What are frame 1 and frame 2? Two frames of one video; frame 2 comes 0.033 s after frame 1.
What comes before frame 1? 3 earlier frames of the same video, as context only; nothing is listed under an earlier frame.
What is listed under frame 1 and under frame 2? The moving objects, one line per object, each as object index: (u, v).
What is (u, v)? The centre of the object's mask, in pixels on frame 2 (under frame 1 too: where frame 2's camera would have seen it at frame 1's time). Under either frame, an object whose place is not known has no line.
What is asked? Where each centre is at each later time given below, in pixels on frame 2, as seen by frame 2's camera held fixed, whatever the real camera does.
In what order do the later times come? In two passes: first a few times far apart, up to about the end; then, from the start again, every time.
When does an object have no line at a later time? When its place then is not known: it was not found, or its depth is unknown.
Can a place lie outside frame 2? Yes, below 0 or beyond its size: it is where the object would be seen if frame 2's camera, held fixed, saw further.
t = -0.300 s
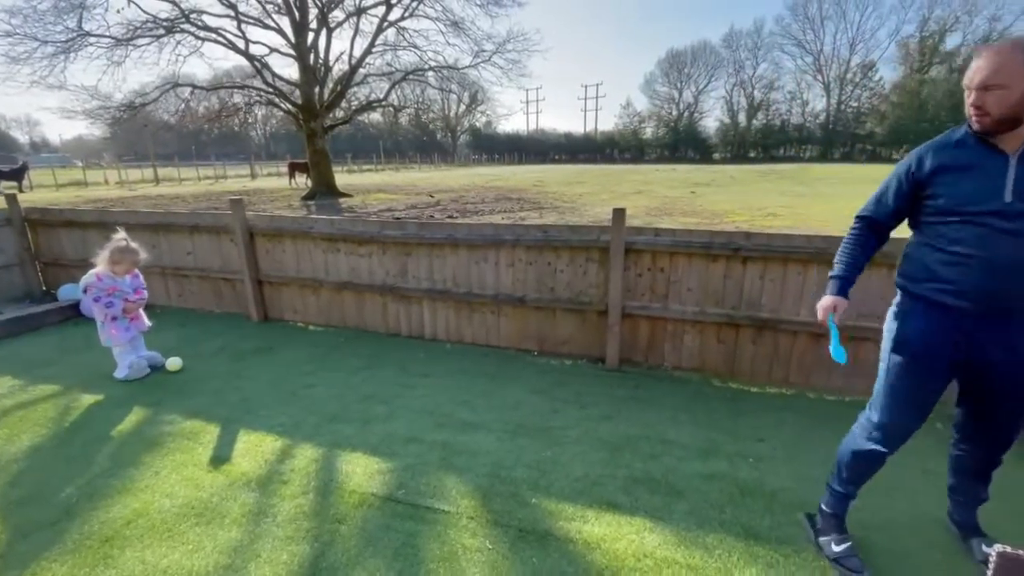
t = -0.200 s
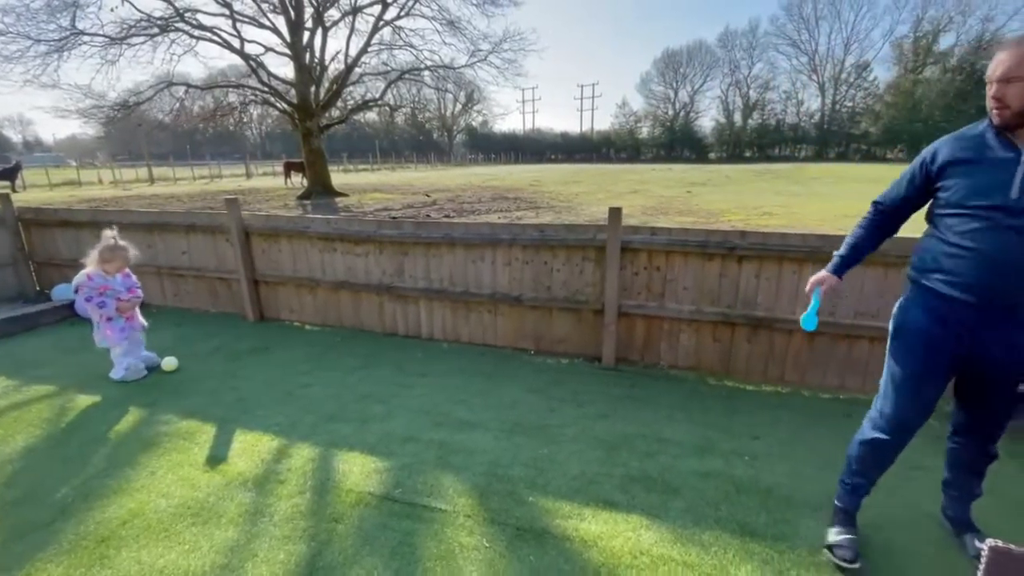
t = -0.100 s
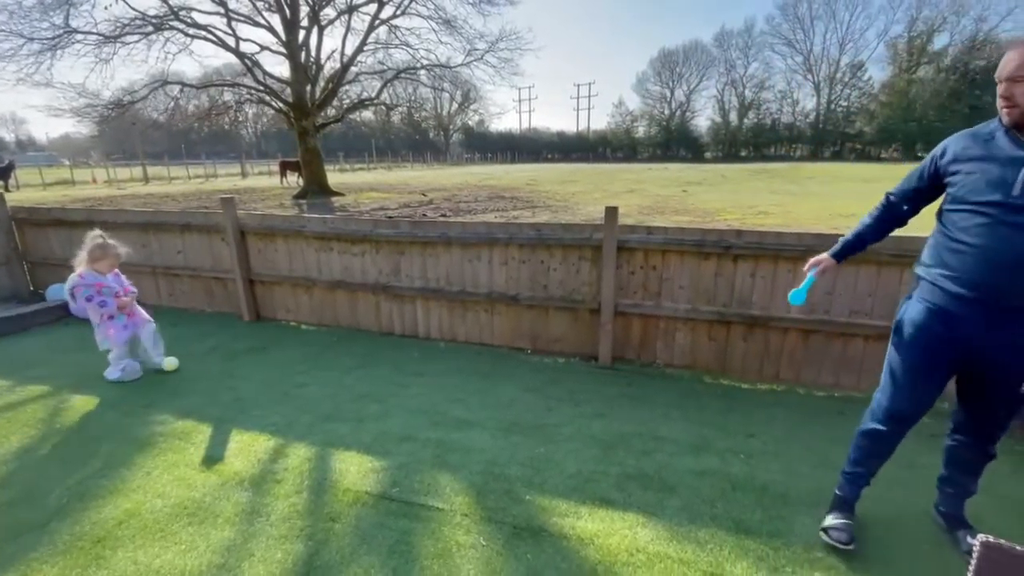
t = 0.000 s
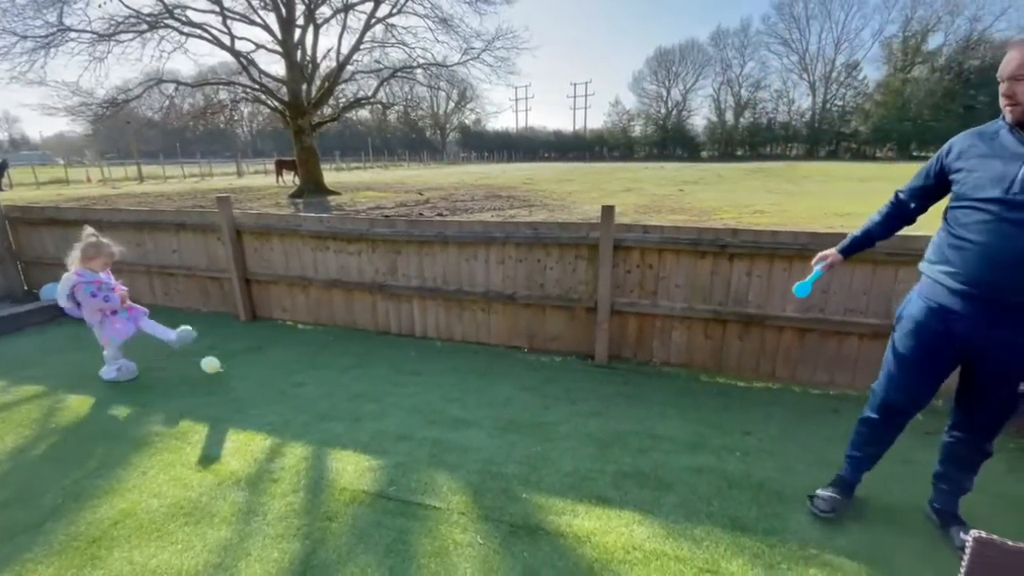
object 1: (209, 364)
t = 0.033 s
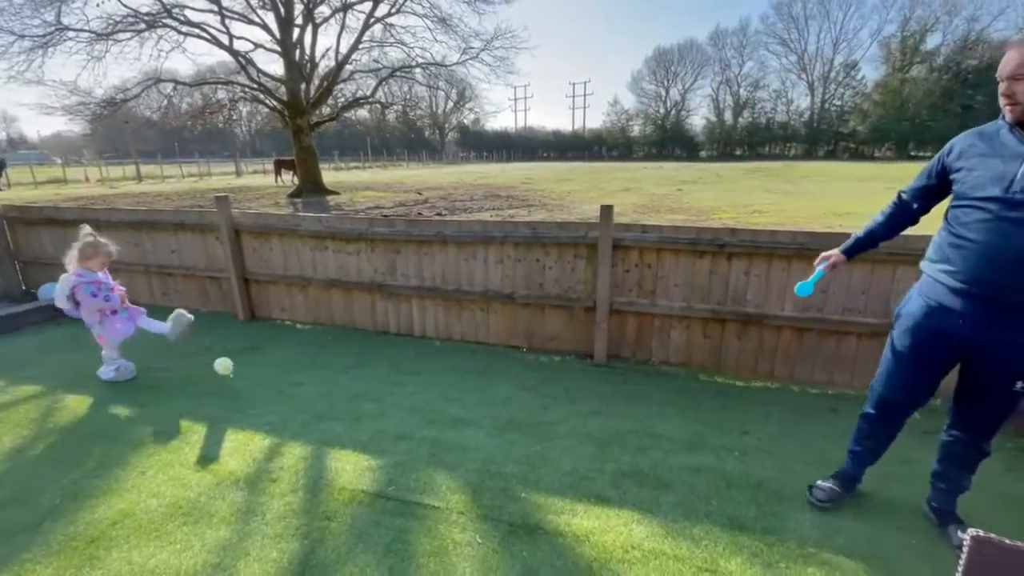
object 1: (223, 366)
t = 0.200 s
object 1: (289, 386)
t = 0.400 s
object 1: (329, 381)
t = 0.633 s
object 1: (362, 383)
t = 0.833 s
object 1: (375, 380)
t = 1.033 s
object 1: (386, 377)
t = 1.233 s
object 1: (392, 374)
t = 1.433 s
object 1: (398, 374)
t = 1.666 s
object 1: (403, 373)
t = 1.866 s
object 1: (404, 372)
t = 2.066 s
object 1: (406, 371)
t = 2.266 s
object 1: (405, 371)
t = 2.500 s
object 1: (405, 371)
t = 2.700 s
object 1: (404, 371)
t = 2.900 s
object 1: (404, 371)
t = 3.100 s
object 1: (404, 371)
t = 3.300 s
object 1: (404, 371)
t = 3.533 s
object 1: (404, 371)
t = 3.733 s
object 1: (404, 371)
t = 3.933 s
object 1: (405, 371)
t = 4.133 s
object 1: (405, 371)
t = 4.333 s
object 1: (405, 371)
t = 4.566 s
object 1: (405, 371)
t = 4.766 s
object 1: (405, 371)
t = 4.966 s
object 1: (405, 372)
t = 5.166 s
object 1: (405, 372)
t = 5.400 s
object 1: (405, 372)
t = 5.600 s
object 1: (404, 372)
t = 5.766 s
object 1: (404, 372)
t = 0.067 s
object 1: (237, 369)
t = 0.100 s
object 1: (251, 371)
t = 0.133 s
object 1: (264, 376)
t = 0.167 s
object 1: (277, 380)
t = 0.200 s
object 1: (289, 386)
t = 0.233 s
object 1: (299, 387)
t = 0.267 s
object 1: (306, 386)
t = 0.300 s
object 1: (313, 383)
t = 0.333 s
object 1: (318, 381)
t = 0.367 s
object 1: (324, 381)
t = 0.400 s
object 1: (329, 381)
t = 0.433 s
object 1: (335, 382)
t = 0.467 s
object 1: (341, 385)
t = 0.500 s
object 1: (346, 385)
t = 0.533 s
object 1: (350, 385)
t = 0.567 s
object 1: (354, 383)
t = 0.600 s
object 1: (358, 383)
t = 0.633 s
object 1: (362, 383)
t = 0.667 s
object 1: (365, 382)
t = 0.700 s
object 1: (367, 381)
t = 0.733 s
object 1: (369, 380)
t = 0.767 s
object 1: (371, 379)
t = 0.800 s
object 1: (373, 380)
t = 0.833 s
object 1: (375, 380)
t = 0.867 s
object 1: (377, 381)
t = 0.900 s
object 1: (379, 380)
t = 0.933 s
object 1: (381, 380)
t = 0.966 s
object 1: (383, 379)
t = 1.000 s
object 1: (385, 378)
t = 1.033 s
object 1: (386, 377)
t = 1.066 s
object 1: (387, 376)
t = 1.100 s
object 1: (389, 375)
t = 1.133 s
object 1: (390, 375)
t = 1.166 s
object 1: (390, 375)
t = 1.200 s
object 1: (392, 374)
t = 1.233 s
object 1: (392, 374)
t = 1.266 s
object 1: (393, 374)
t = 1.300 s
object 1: (394, 374)
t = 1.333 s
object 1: (395, 374)
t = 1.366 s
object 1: (396, 374)
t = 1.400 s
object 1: (397, 374)
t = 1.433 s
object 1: (398, 374)
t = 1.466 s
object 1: (399, 374)
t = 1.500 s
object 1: (400, 374)
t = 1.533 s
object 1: (401, 374)
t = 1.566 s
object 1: (401, 374)
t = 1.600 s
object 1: (402, 374)
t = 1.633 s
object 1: (402, 373)
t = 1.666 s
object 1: (403, 373)
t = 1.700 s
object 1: (403, 373)
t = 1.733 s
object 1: (403, 373)
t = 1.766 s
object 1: (404, 373)
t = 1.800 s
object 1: (404, 373)
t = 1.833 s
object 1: (404, 372)
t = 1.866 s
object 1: (404, 372)
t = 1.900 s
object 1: (404, 372)
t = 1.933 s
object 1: (405, 371)
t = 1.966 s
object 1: (405, 371)
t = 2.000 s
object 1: (405, 371)
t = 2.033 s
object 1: (405, 371)
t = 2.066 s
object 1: (406, 371)
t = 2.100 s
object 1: (406, 370)
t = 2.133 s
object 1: (405, 371)
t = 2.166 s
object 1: (405, 371)
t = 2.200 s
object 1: (405, 371)
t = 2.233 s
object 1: (405, 371)
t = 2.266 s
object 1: (405, 371)
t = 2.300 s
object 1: (405, 371)
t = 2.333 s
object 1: (405, 371)
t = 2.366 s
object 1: (404, 371)
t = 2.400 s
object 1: (404, 371)
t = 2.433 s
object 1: (404, 371)
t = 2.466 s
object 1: (404, 371)
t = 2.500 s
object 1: (405, 371)
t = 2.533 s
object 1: (405, 371)
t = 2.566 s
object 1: (405, 371)
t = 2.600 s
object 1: (405, 371)
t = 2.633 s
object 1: (405, 371)
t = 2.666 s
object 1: (404, 371)
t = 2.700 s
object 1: (404, 371)
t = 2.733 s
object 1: (404, 371)
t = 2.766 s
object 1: (404, 371)
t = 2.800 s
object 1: (404, 371)
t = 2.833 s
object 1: (404, 371)
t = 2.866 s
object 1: (404, 371)
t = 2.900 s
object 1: (404, 371)
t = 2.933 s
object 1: (404, 371)
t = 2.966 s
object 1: (404, 372)
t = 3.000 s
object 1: (404, 371)
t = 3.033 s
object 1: (404, 371)
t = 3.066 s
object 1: (404, 371)
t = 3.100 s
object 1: (404, 371)
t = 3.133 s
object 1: (404, 371)
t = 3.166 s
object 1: (404, 371)
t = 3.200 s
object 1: (404, 371)
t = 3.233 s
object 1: (404, 371)
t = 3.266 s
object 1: (404, 371)
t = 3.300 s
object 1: (404, 371)
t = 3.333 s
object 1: (405, 371)
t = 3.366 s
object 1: (404, 371)
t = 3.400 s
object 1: (404, 372)
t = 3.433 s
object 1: (404, 372)
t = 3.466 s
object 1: (405, 372)
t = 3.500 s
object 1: (404, 371)
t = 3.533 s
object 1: (404, 371)
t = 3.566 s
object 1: (405, 371)
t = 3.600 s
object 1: (405, 371)
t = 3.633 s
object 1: (404, 371)
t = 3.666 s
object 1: (405, 371)
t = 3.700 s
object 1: (404, 371)
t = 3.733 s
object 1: (404, 371)
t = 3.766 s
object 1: (404, 371)
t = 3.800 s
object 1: (404, 371)
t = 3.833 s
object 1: (405, 372)
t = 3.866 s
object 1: (405, 371)
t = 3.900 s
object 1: (405, 371)
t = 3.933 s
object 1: (405, 371)
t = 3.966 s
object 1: (405, 371)
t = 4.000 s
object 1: (405, 371)
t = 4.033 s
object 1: (405, 371)
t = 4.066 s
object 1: (405, 371)
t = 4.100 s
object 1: (405, 371)
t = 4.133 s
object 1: (405, 371)
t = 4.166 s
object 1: (405, 371)
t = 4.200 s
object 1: (405, 371)
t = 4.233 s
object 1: (405, 371)
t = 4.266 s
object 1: (405, 371)
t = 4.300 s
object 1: (405, 371)
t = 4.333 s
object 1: (405, 371)
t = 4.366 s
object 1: (405, 371)
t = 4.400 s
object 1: (405, 371)
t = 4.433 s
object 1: (405, 371)
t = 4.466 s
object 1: (405, 371)
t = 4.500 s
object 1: (405, 371)
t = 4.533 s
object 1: (405, 371)
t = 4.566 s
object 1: (405, 371)
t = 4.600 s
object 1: (405, 372)
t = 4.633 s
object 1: (405, 372)
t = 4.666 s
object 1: (405, 371)
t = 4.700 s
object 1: (405, 371)
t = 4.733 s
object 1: (405, 371)
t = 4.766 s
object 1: (405, 371)
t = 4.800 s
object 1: (405, 372)
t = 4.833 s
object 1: (405, 372)
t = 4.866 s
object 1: (405, 371)
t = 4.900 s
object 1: (405, 372)
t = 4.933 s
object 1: (405, 372)
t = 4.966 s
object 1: (405, 372)
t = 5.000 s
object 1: (405, 371)
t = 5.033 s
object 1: (405, 372)
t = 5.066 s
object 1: (405, 372)
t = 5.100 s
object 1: (405, 372)
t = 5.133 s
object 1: (405, 372)
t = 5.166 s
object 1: (405, 372)
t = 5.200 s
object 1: (405, 372)
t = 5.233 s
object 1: (405, 372)
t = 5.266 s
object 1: (405, 372)
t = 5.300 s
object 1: (405, 372)
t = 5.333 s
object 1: (405, 372)
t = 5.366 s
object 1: (404, 372)
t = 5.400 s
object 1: (405, 372)
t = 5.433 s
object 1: (405, 372)
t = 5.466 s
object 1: (405, 372)
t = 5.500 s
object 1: (404, 372)
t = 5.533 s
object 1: (404, 372)
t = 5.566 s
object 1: (404, 372)
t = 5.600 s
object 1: (404, 372)
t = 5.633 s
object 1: (404, 372)
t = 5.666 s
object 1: (404, 372)
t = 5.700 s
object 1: (404, 372)
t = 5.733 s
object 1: (404, 372)
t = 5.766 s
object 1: (404, 372)
